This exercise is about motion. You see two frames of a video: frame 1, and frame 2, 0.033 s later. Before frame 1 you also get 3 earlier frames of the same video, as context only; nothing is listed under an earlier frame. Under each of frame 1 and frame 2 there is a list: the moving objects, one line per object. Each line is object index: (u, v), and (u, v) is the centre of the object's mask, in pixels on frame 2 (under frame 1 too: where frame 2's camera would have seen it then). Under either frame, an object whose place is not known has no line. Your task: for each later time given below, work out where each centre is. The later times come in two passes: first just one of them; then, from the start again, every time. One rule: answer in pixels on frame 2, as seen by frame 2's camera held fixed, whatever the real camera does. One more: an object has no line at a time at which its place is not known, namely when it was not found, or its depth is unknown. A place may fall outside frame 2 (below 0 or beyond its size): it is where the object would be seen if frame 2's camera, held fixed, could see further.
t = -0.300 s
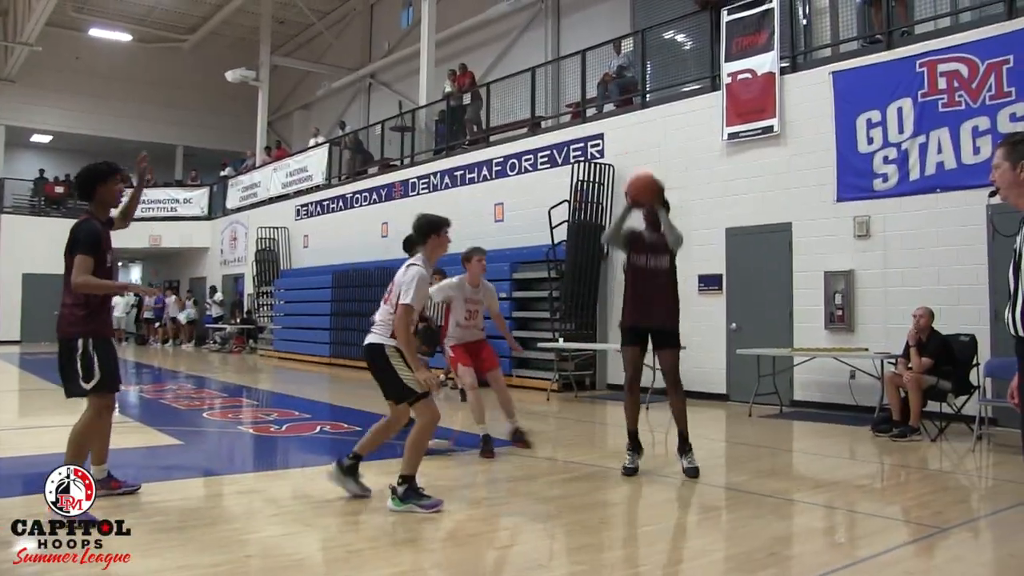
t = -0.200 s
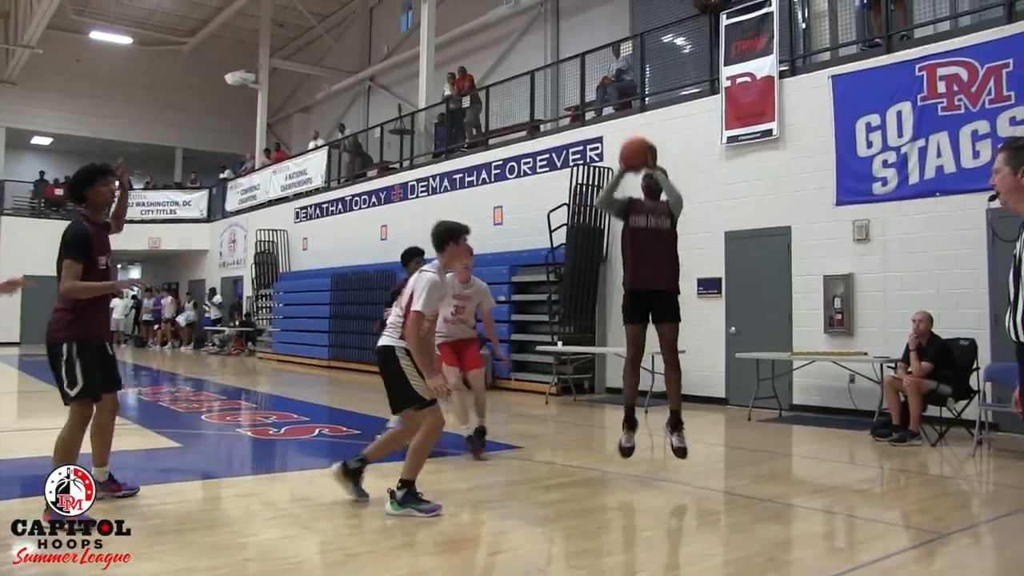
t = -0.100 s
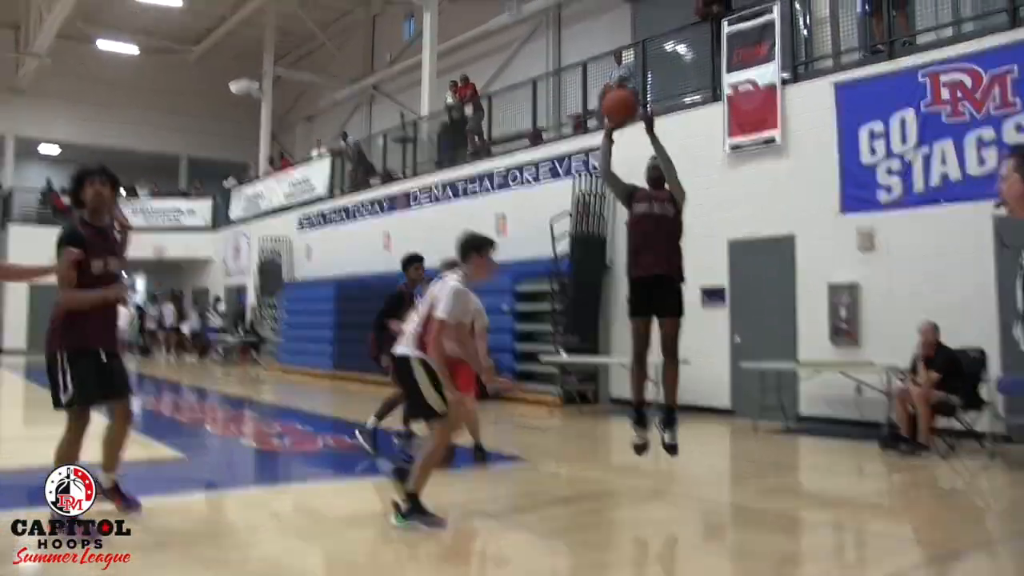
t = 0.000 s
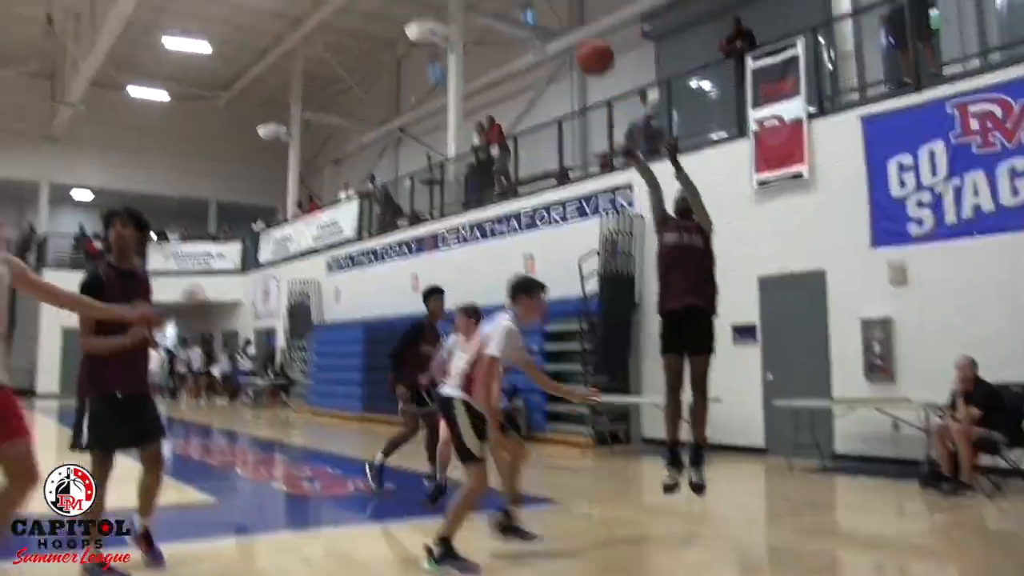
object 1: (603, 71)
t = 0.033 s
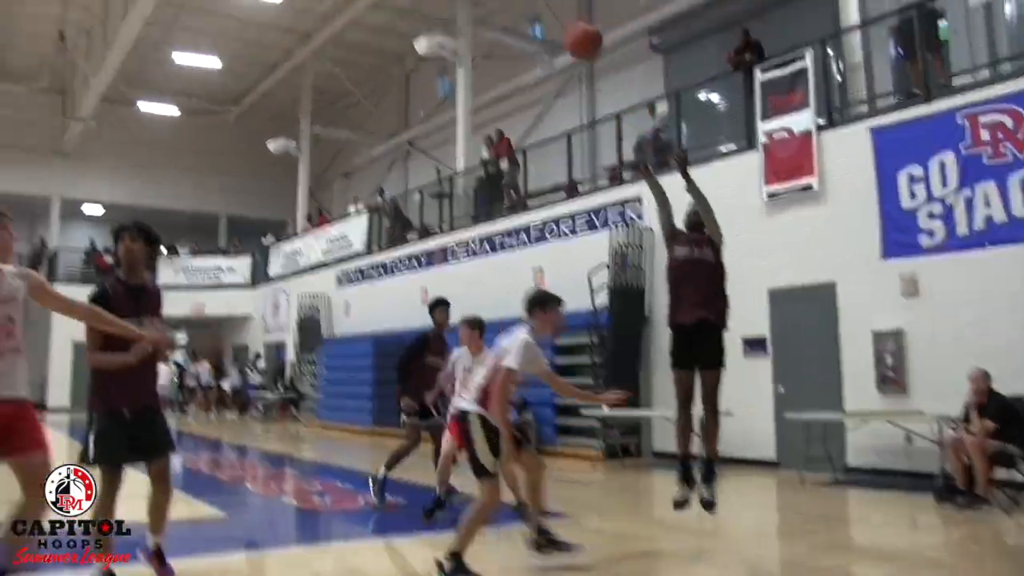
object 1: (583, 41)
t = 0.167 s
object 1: (499, -57)
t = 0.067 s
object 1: (564, 13)
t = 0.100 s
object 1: (542, -14)
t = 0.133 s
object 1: (521, -37)
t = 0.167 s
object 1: (499, -57)
